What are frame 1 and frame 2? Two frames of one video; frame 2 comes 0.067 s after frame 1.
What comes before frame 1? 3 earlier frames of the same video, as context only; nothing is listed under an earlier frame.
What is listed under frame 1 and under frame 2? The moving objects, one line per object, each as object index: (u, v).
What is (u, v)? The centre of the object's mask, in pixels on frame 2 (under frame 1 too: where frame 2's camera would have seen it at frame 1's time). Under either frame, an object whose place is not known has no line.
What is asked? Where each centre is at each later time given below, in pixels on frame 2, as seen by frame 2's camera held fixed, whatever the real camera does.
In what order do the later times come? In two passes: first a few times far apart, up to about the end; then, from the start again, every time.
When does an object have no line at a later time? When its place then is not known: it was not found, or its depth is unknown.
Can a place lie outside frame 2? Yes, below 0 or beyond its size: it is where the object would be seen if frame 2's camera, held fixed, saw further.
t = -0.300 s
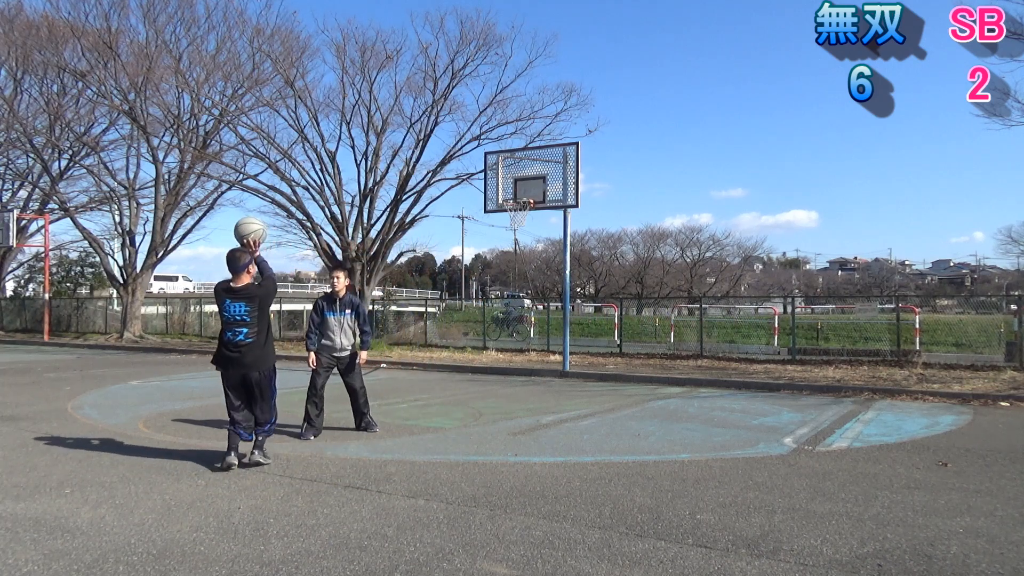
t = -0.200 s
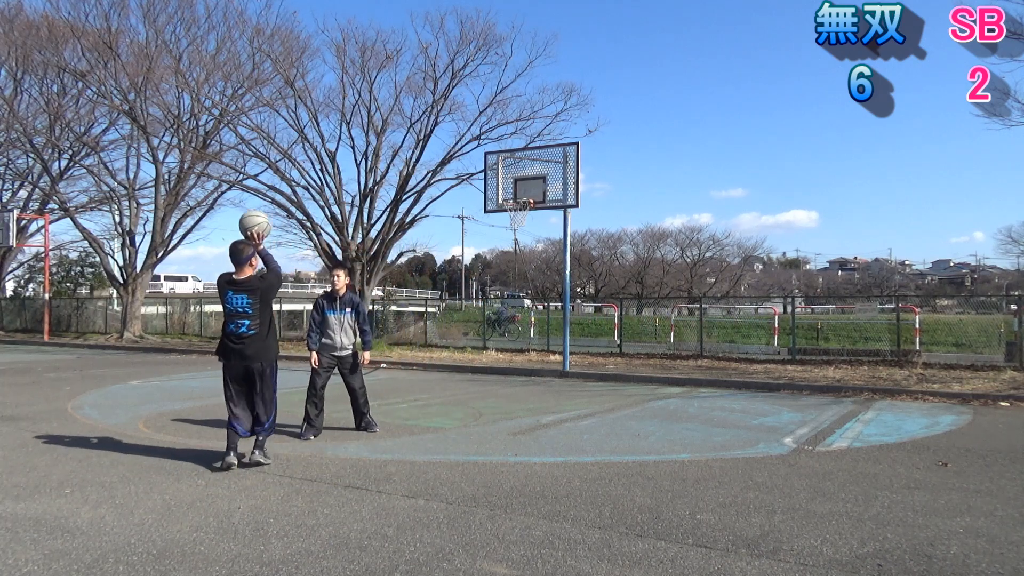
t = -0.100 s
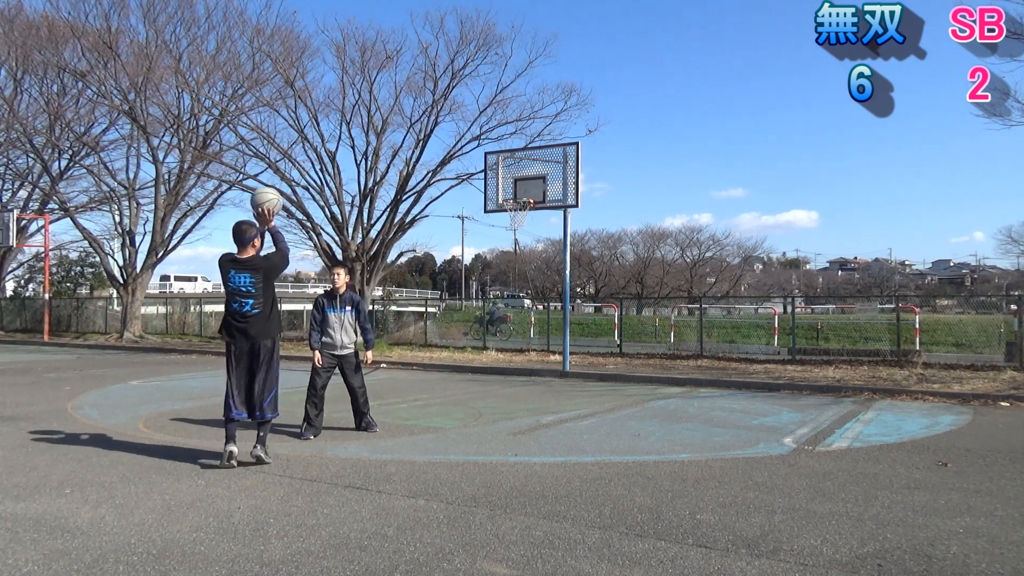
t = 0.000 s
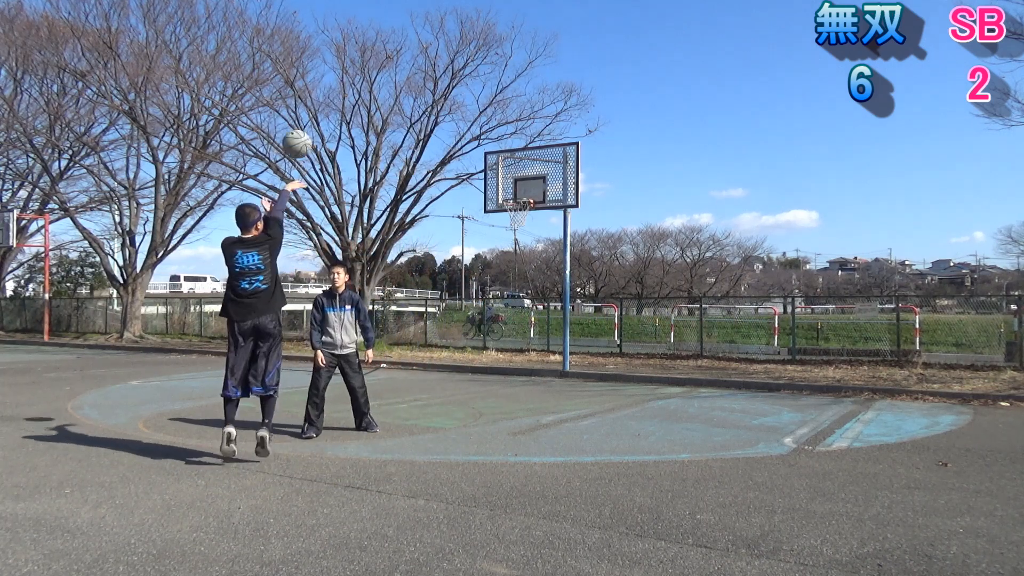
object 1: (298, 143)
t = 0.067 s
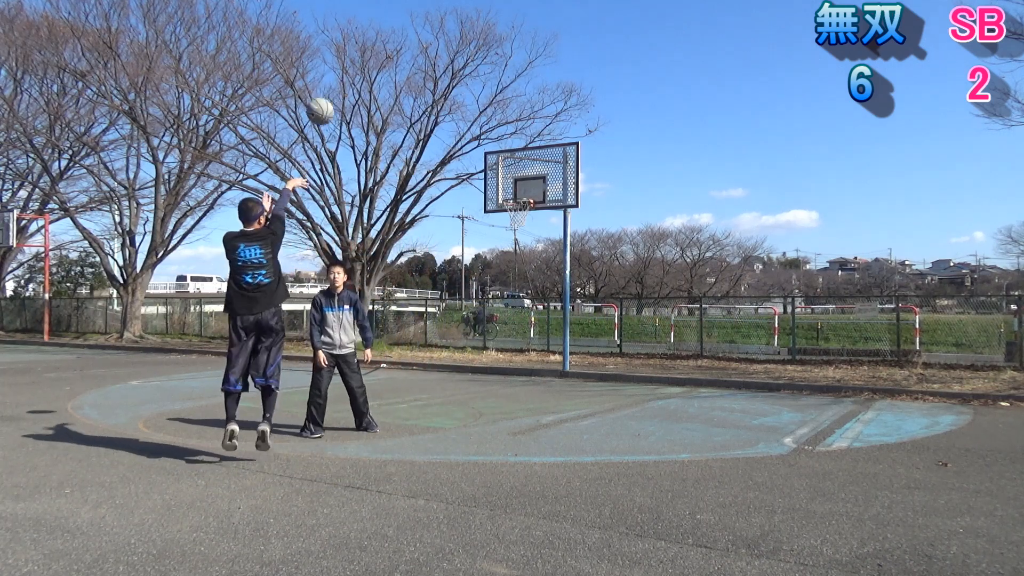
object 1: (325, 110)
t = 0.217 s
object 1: (364, 65)
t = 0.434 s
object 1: (412, 44)
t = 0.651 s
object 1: (449, 61)
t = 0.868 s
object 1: (478, 105)
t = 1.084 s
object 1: (502, 167)
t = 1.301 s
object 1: (544, 185)
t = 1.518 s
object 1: (579, 181)
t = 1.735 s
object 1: (610, 206)
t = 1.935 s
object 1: (642, 261)
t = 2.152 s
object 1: (681, 359)
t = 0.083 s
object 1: (328, 104)
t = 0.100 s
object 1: (331, 98)
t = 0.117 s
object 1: (336, 92)
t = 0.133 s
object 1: (341, 86)
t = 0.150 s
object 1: (346, 81)
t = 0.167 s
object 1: (350, 76)
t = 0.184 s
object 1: (355, 72)
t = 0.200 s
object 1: (359, 68)
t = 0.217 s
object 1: (364, 65)
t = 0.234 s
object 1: (368, 61)
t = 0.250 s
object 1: (372, 58)
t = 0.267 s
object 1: (377, 55)
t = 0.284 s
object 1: (380, 53)
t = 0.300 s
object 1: (384, 51)
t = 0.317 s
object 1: (388, 49)
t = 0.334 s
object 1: (391, 48)
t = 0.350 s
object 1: (395, 47)
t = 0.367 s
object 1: (399, 45)
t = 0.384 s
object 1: (402, 45)
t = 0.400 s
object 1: (405, 44)
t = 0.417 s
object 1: (409, 44)
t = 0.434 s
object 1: (412, 44)
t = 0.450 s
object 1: (415, 44)
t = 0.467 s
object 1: (418, 44)
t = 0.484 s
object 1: (422, 45)
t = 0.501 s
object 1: (424, 45)
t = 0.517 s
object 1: (428, 47)
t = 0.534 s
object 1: (430, 48)
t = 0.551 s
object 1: (433, 49)
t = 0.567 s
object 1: (436, 51)
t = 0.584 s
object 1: (439, 52)
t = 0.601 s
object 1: (441, 55)
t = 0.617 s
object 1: (444, 57)
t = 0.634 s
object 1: (446, 59)
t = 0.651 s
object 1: (449, 61)
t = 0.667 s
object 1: (452, 64)
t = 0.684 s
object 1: (454, 66)
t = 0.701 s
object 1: (456, 69)
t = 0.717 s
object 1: (459, 72)
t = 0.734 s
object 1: (461, 76)
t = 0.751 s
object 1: (463, 78)
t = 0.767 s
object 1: (466, 82)
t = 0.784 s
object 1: (468, 86)
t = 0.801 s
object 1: (470, 89)
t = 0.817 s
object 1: (472, 93)
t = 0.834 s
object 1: (474, 97)
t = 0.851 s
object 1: (476, 101)
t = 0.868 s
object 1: (478, 105)
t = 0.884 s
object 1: (480, 110)
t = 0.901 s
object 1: (483, 114)
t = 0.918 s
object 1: (484, 118)
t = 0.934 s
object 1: (486, 123)
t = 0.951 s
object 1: (488, 128)
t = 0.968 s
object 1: (490, 133)
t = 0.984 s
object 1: (492, 137)
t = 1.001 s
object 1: (494, 143)
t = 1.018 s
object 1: (496, 147)
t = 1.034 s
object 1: (498, 152)
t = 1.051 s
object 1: (500, 157)
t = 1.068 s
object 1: (501, 163)
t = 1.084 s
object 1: (502, 167)
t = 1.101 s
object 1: (504, 174)
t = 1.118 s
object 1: (506, 180)
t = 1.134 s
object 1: (507, 186)
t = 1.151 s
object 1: (509, 192)
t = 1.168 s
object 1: (510, 196)
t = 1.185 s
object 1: (515, 194)
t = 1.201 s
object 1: (519, 192)
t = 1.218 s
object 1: (524, 190)
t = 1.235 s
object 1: (527, 190)
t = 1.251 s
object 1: (532, 188)
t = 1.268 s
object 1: (536, 186)
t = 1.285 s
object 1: (540, 186)
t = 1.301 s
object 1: (544, 185)
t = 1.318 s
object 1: (549, 185)
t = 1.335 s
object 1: (553, 184)
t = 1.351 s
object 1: (557, 183)
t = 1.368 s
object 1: (559, 182)
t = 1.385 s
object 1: (561, 181)
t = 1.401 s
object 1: (563, 180)
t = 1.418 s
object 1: (566, 180)
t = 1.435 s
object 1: (568, 180)
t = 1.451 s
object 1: (571, 179)
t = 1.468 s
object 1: (573, 179)
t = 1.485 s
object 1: (574, 179)
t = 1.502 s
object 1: (577, 180)
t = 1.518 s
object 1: (579, 181)
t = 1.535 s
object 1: (581, 181)
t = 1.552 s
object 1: (584, 183)
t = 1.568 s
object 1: (586, 184)
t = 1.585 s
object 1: (588, 185)
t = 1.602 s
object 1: (590, 187)
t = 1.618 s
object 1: (593, 189)
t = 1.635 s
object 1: (595, 191)
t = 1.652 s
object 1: (598, 192)
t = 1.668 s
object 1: (600, 195)
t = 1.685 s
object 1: (602, 198)
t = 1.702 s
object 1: (605, 200)
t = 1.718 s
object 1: (607, 203)
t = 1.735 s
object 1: (610, 206)
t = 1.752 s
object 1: (612, 209)
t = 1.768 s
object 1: (615, 213)
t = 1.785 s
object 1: (617, 217)
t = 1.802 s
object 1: (620, 221)
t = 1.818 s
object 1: (622, 225)
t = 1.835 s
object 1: (625, 229)
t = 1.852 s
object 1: (628, 234)
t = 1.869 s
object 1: (631, 239)
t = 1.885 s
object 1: (634, 244)
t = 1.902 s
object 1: (637, 248)
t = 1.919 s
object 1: (639, 255)
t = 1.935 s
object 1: (642, 261)
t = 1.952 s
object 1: (647, 265)
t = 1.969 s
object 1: (648, 273)
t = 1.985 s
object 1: (651, 279)
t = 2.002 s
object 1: (655, 285)
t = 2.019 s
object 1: (658, 292)
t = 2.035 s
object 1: (661, 300)
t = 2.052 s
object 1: (663, 307)
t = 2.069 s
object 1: (666, 315)
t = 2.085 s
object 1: (670, 322)
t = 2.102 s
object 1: (673, 332)
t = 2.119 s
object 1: (674, 341)
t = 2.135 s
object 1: (677, 350)
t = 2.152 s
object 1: (681, 359)
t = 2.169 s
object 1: (684, 368)
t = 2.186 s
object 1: (687, 378)
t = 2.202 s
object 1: (690, 388)
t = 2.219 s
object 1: (692, 396)
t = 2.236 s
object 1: (695, 388)
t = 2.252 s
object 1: (698, 380)
